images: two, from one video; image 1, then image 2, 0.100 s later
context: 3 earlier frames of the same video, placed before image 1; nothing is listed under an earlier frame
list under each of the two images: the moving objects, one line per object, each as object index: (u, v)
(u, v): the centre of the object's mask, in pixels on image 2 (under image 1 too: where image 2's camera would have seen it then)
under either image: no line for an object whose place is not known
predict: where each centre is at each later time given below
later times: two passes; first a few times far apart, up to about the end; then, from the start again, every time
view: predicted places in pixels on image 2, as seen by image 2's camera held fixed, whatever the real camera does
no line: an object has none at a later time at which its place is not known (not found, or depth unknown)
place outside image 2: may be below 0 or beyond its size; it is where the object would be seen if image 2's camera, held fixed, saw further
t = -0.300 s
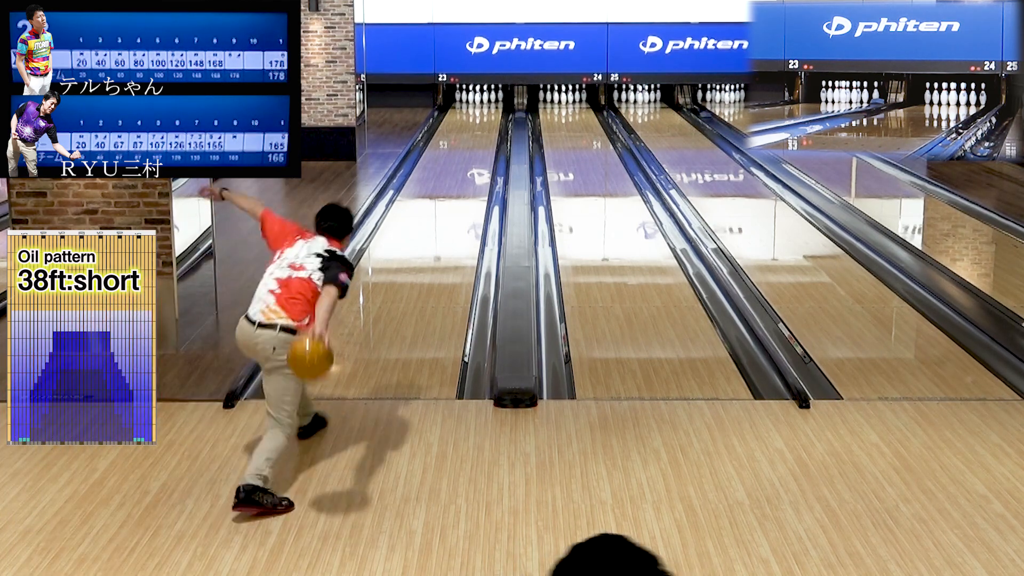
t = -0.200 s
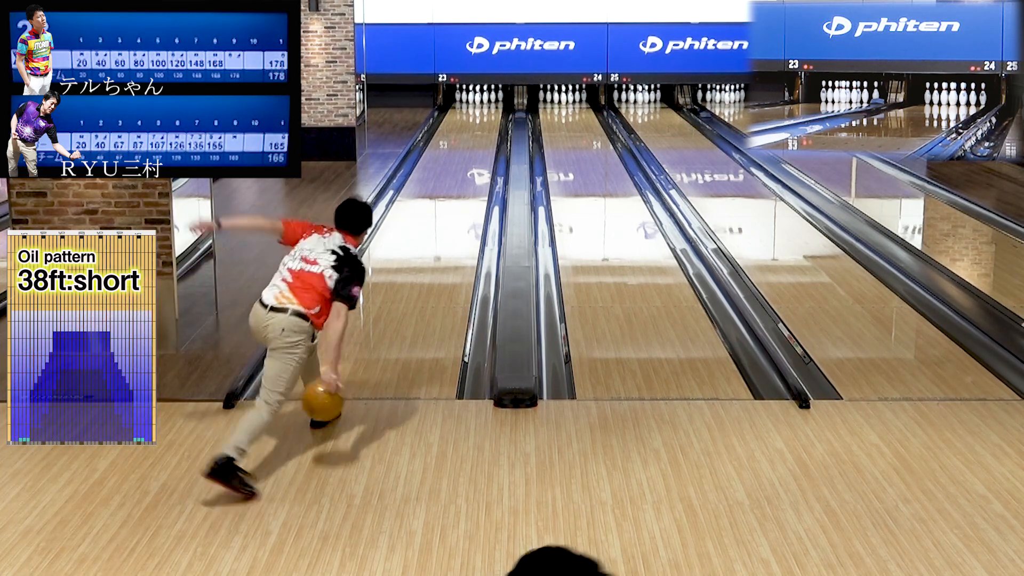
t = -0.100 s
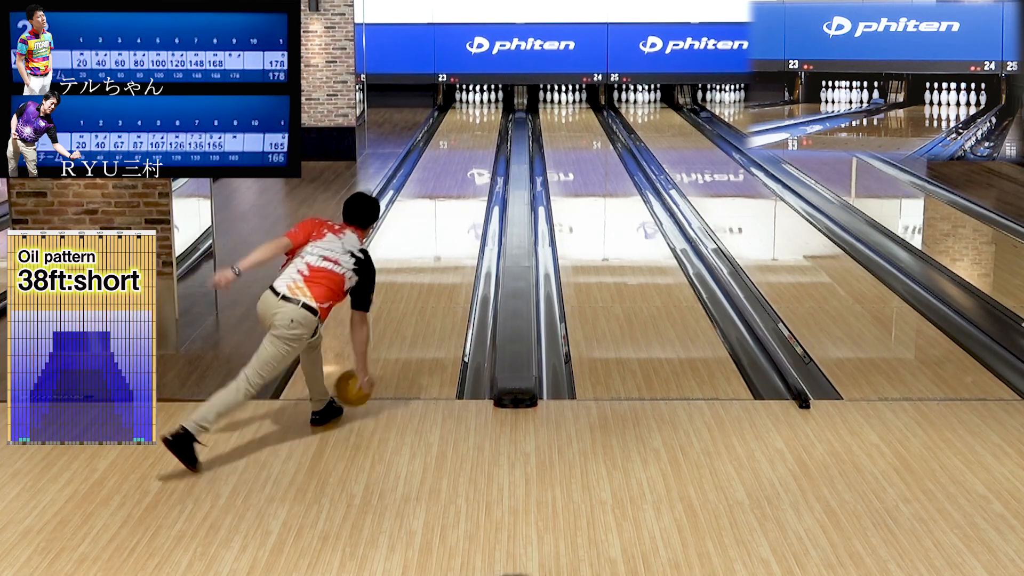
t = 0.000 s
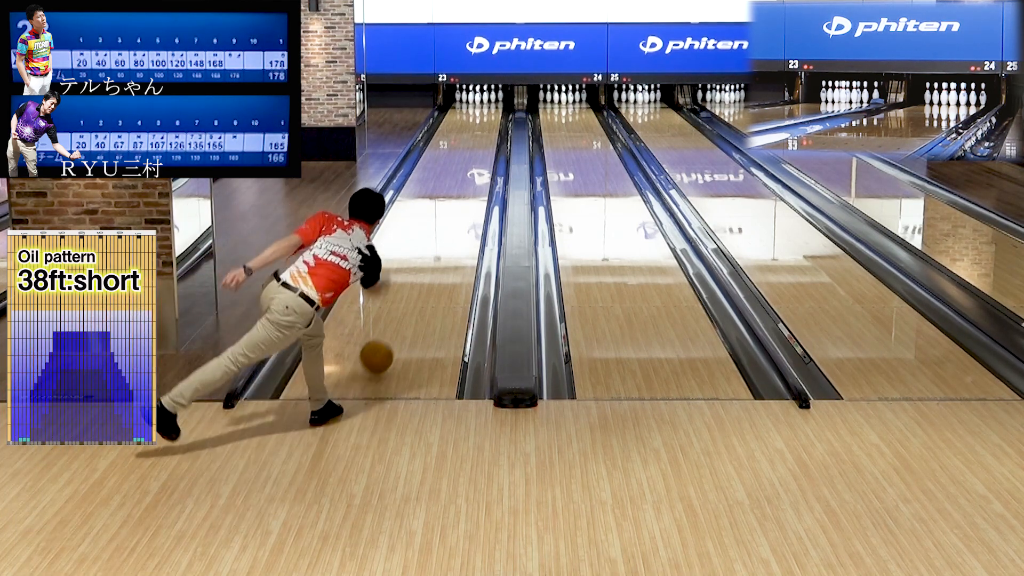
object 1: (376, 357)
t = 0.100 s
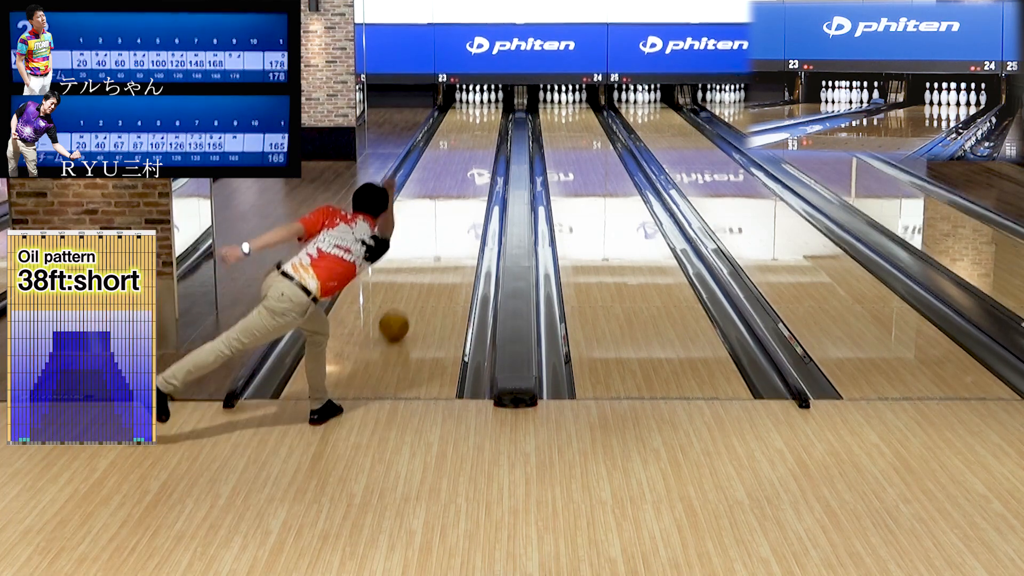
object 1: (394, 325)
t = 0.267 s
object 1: (417, 282)
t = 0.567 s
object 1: (445, 226)
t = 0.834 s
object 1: (462, 192)
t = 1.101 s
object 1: (474, 167)
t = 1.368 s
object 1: (483, 147)
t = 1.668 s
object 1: (488, 130)
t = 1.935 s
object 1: (488, 118)
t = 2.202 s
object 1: (484, 109)
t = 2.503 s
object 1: (478, 101)
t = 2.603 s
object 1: (476, 99)
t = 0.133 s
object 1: (399, 317)
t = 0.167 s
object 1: (404, 307)
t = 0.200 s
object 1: (408, 299)
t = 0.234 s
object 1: (413, 290)
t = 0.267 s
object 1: (417, 282)
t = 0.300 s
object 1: (421, 274)
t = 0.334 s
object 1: (424, 267)
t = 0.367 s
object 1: (428, 261)
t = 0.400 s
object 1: (431, 254)
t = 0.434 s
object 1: (434, 248)
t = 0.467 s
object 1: (437, 242)
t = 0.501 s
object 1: (440, 236)
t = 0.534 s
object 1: (443, 231)
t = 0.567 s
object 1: (445, 226)
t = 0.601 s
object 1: (448, 221)
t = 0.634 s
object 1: (450, 217)
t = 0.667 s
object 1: (452, 212)
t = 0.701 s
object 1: (455, 208)
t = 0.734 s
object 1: (457, 204)
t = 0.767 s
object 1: (459, 200)
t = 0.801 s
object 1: (461, 195)
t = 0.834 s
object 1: (462, 192)
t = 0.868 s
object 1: (464, 189)
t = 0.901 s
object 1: (466, 185)
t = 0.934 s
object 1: (468, 182)
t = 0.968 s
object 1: (469, 179)
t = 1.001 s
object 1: (470, 176)
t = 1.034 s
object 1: (472, 172)
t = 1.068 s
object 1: (473, 170)
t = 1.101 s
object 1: (474, 167)
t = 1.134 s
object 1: (476, 164)
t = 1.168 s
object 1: (477, 161)
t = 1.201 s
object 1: (478, 159)
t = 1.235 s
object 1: (479, 157)
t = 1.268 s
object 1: (480, 154)
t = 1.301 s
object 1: (481, 151)
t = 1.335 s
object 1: (482, 149)
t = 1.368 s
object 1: (483, 147)
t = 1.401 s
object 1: (483, 145)
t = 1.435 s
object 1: (484, 143)
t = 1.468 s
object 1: (485, 141)
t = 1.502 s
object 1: (486, 140)
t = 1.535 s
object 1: (486, 137)
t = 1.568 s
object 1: (487, 136)
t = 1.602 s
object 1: (487, 134)
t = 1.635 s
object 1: (488, 132)
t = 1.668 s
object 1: (488, 130)
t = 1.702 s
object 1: (488, 129)
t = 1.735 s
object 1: (488, 127)
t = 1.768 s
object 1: (488, 126)
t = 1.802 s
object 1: (488, 124)
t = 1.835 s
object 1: (488, 122)
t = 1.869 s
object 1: (488, 121)
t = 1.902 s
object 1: (488, 120)
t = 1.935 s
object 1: (488, 118)
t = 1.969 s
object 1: (487, 117)
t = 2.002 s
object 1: (487, 116)
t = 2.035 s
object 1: (487, 115)
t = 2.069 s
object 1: (486, 113)
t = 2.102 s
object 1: (485, 112)
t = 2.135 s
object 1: (485, 111)
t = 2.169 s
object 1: (485, 110)
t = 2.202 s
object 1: (484, 109)
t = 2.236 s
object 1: (483, 107)
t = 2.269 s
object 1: (482, 107)
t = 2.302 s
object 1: (481, 105)
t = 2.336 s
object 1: (481, 105)
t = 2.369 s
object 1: (480, 104)
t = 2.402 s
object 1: (479, 103)
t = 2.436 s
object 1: (478, 103)
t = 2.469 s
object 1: (478, 103)
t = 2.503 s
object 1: (478, 101)
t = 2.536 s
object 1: (477, 100)
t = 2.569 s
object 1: (476, 99)
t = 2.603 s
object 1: (476, 99)
